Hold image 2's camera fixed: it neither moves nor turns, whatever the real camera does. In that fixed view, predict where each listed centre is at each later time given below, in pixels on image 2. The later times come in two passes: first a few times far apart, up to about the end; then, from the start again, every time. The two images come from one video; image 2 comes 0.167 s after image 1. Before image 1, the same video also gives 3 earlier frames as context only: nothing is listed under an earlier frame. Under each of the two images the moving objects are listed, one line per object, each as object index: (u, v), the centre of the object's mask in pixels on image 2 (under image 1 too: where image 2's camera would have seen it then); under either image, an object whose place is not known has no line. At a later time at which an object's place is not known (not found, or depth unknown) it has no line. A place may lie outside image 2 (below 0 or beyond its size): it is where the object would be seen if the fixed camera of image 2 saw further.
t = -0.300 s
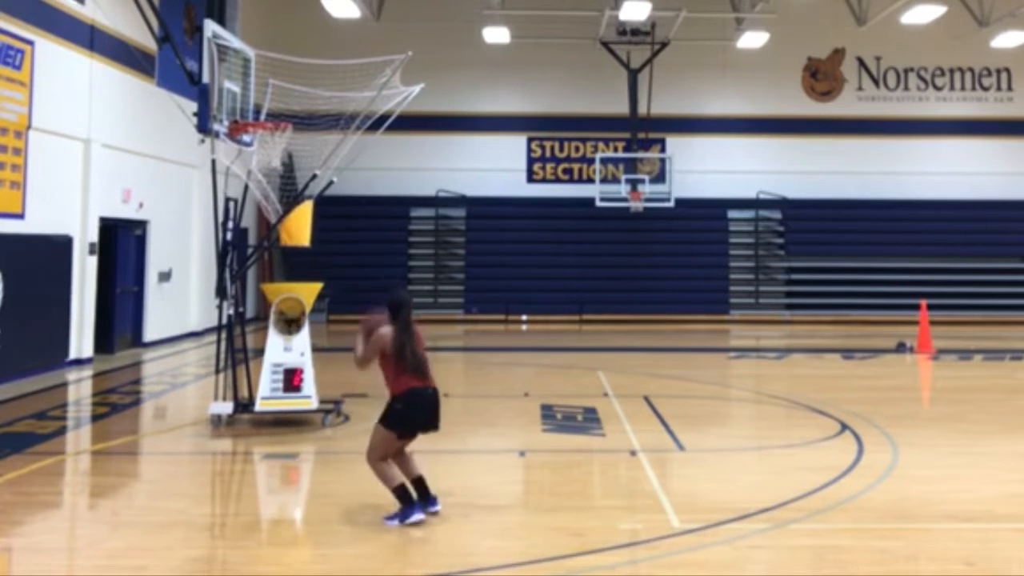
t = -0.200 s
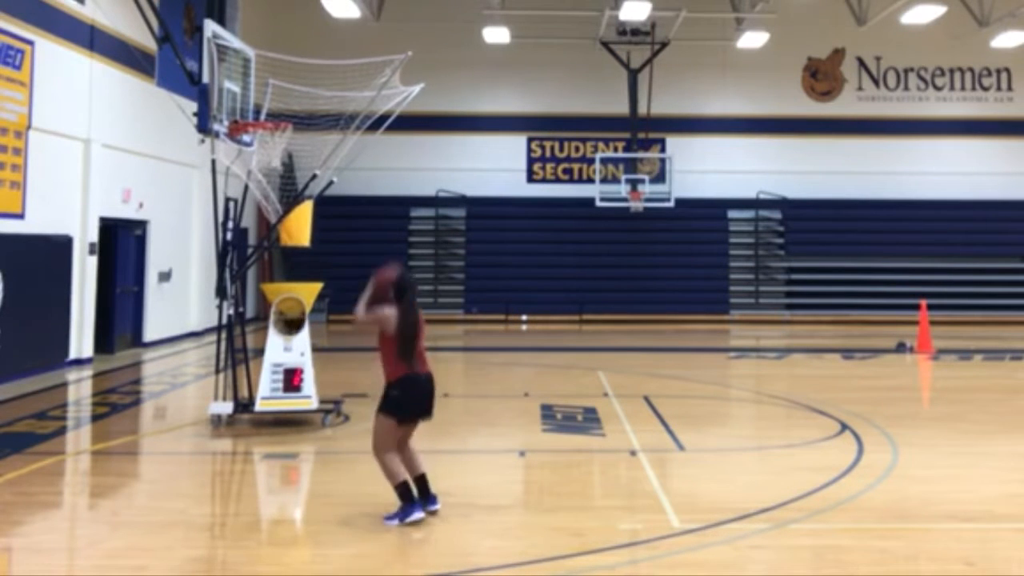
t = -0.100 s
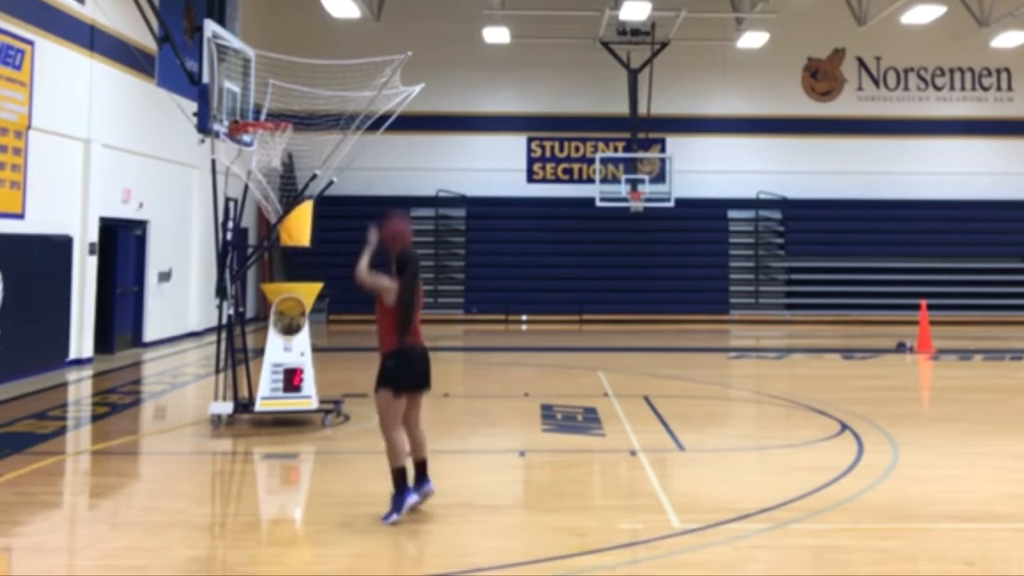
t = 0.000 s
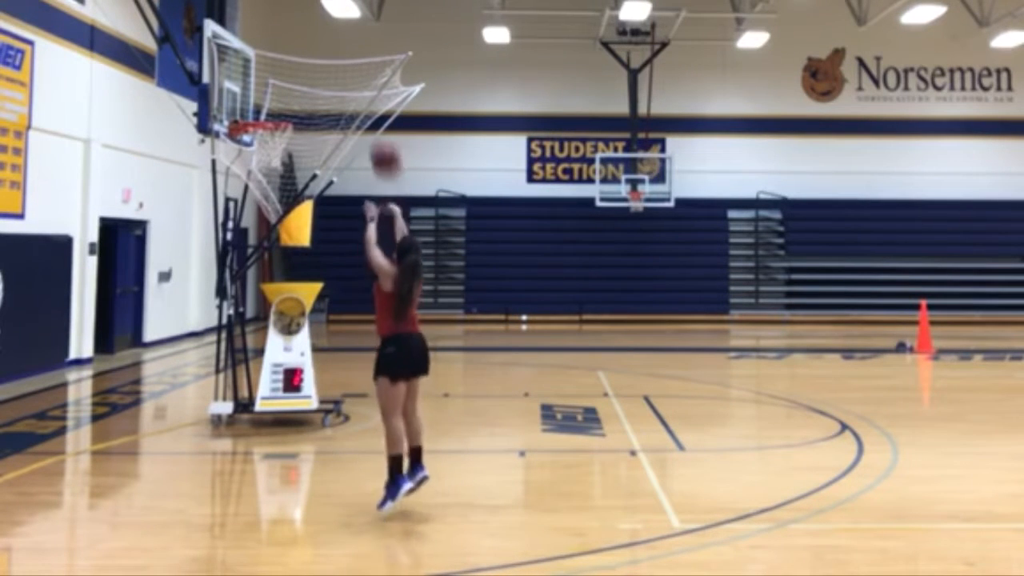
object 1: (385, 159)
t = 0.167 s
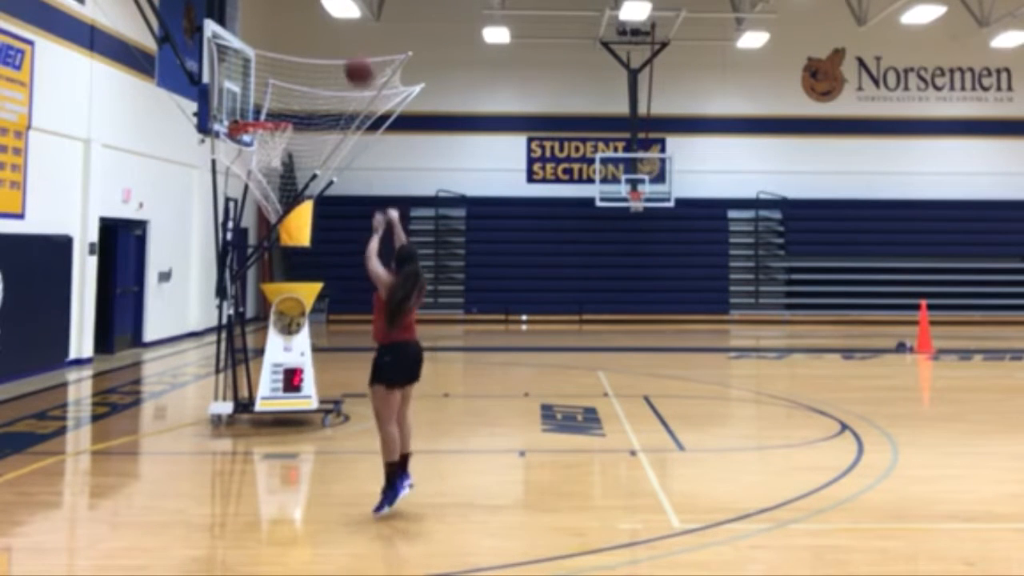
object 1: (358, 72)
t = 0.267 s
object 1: (344, 42)
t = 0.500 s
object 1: (315, 23)
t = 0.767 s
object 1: (285, 69)
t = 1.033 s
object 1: (263, 148)
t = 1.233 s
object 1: (257, 176)
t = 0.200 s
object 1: (354, 61)
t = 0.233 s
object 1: (349, 49)
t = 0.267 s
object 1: (344, 42)
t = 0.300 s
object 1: (340, 36)
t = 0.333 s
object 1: (334, 31)
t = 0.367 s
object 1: (330, 27)
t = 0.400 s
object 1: (326, 24)
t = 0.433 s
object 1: (322, 23)
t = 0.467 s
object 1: (319, 22)
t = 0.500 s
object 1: (315, 23)
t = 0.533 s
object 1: (311, 25)
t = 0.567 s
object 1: (307, 28)
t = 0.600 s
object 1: (303, 33)
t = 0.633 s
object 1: (299, 38)
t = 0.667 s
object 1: (295, 44)
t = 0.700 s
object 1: (293, 49)
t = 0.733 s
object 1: (290, 58)
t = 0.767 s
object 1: (285, 69)
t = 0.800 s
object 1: (282, 78)
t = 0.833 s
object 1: (279, 90)
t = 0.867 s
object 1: (277, 100)
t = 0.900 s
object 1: (273, 112)
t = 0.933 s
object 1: (273, 116)
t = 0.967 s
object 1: (267, 140)
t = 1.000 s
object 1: (264, 143)
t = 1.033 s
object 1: (263, 148)
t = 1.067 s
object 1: (263, 151)
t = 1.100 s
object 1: (262, 155)
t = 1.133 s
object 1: (261, 158)
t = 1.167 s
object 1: (259, 165)
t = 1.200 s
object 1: (258, 171)
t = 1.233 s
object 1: (257, 176)
